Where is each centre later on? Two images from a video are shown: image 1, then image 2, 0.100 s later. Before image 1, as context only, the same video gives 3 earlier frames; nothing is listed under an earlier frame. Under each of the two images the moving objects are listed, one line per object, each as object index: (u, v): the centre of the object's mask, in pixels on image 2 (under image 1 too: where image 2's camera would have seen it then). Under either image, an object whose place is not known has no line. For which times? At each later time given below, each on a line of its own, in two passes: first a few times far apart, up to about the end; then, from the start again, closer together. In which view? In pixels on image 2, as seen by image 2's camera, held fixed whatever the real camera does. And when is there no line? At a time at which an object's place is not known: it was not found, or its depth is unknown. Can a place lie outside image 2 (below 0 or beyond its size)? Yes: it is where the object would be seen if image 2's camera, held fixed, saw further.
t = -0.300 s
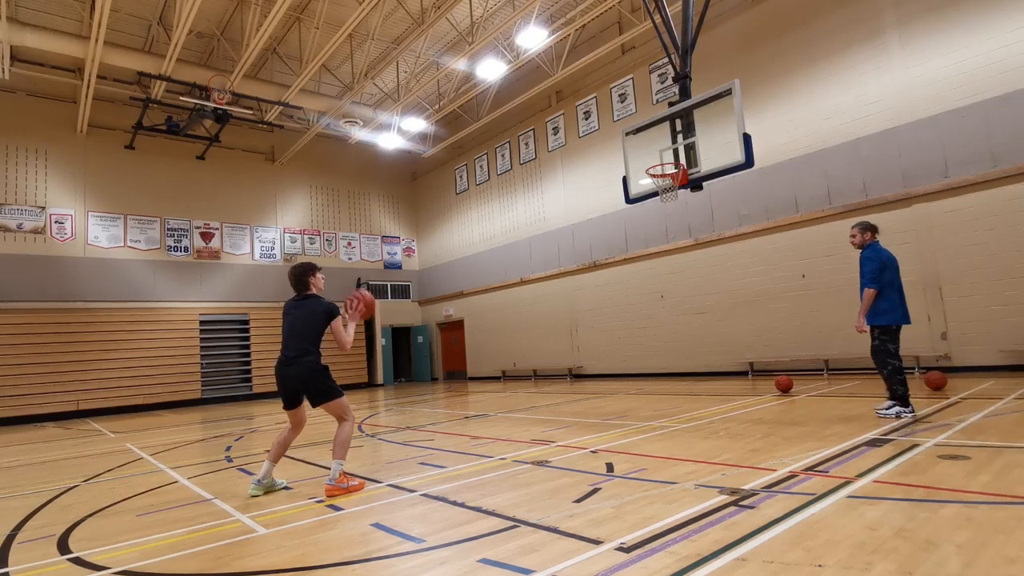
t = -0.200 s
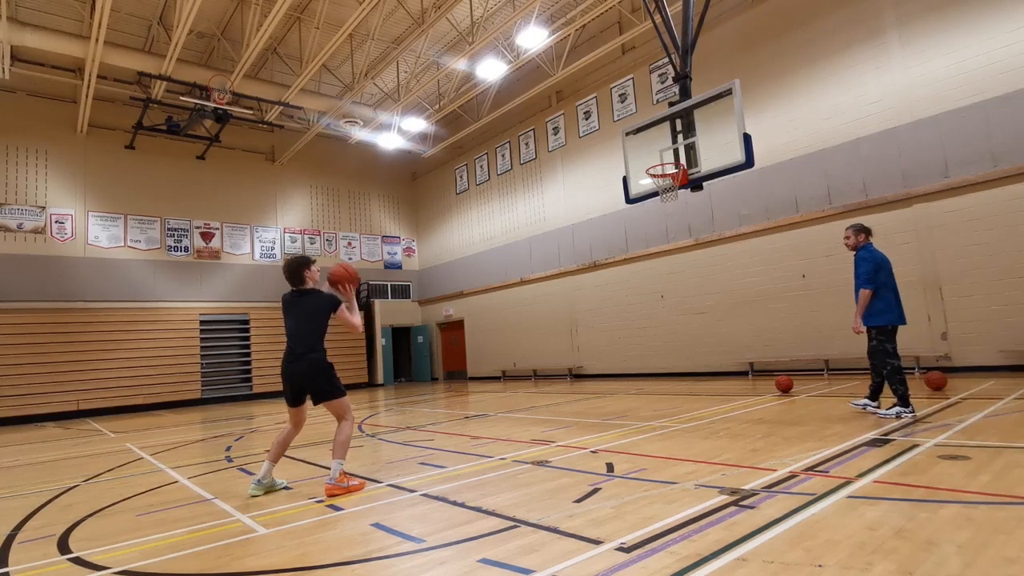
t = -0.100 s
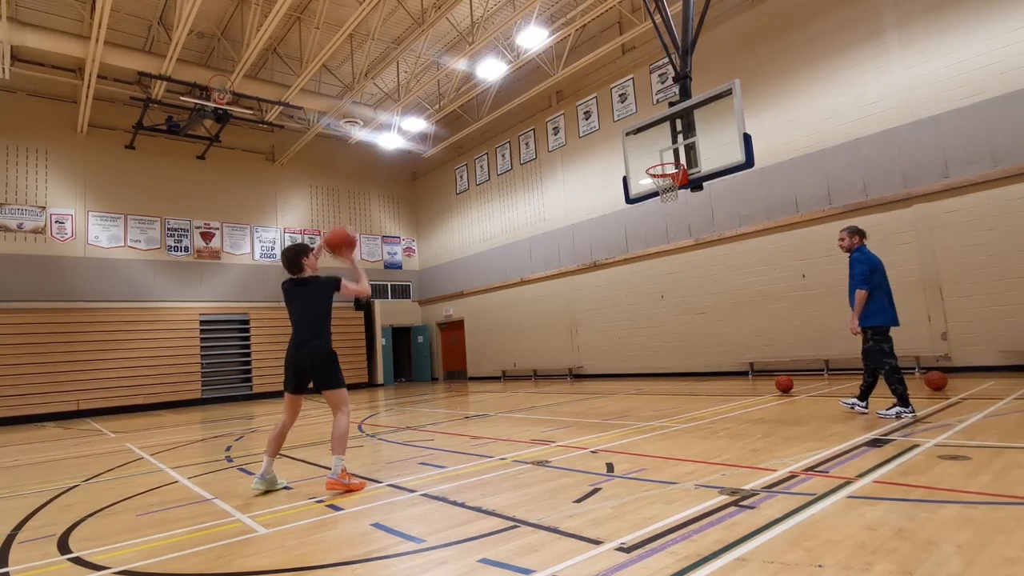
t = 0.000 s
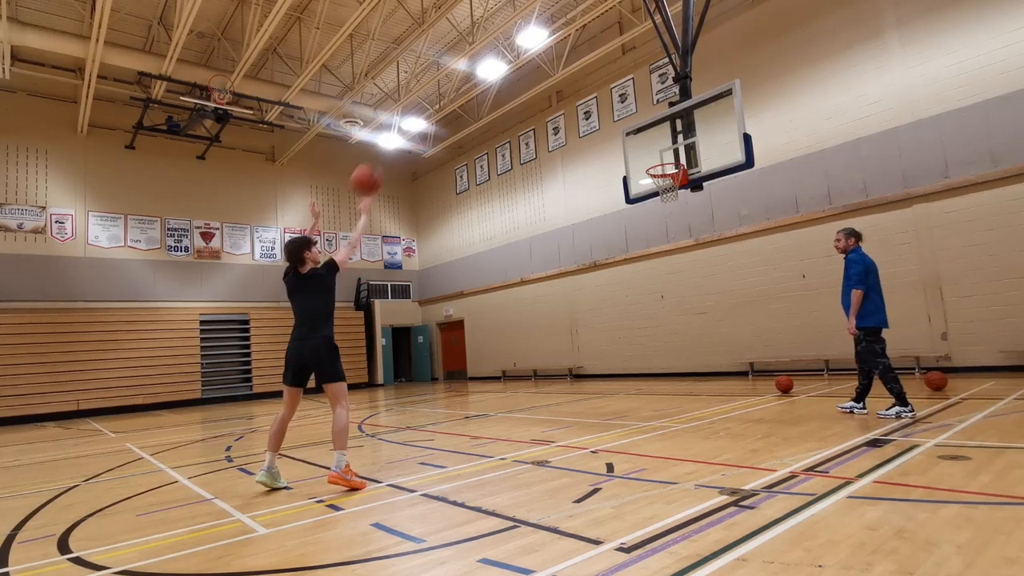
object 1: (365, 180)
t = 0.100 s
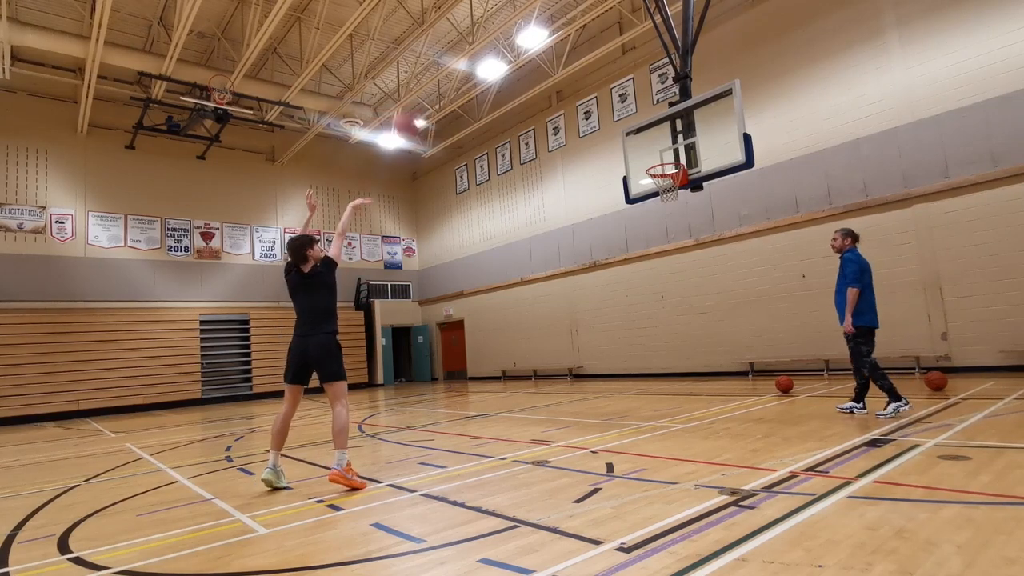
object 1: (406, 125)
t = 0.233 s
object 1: (452, 79)
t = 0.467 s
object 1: (519, 47)
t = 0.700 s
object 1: (578, 64)
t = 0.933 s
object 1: (630, 119)
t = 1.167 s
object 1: (670, 186)
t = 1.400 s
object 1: (676, 197)
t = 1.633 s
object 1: (680, 251)
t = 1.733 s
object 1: (683, 287)
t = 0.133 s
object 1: (419, 109)
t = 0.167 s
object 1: (431, 99)
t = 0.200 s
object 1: (441, 89)
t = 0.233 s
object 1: (452, 79)
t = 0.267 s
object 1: (461, 71)
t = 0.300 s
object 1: (470, 64)
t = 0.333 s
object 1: (481, 55)
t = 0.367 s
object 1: (488, 52)
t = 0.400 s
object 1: (503, 48)
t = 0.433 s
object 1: (510, 49)
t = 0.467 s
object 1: (519, 47)
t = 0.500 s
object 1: (529, 48)
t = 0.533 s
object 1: (539, 49)
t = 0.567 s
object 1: (547, 50)
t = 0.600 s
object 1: (555, 51)
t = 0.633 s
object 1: (563, 55)
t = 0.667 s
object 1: (571, 59)
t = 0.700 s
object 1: (578, 64)
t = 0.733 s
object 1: (586, 70)
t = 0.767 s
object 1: (593, 76)
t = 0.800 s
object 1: (600, 83)
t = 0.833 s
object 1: (607, 91)
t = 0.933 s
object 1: (630, 119)
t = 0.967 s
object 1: (636, 129)
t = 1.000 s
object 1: (644, 140)
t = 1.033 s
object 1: (650, 152)
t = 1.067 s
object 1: (657, 162)
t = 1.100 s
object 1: (664, 175)
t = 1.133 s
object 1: (667, 187)
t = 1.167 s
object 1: (670, 186)
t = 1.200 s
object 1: (671, 184)
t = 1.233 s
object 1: (672, 184)
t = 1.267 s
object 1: (672, 186)
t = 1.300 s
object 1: (673, 188)
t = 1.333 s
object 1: (674, 190)
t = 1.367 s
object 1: (675, 194)
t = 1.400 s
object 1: (676, 197)
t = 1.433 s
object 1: (676, 201)
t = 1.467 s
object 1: (676, 207)
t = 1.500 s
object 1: (677, 214)
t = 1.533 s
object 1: (677, 222)
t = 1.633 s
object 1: (680, 251)
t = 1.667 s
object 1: (681, 262)
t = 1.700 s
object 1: (682, 274)
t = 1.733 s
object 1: (683, 287)
